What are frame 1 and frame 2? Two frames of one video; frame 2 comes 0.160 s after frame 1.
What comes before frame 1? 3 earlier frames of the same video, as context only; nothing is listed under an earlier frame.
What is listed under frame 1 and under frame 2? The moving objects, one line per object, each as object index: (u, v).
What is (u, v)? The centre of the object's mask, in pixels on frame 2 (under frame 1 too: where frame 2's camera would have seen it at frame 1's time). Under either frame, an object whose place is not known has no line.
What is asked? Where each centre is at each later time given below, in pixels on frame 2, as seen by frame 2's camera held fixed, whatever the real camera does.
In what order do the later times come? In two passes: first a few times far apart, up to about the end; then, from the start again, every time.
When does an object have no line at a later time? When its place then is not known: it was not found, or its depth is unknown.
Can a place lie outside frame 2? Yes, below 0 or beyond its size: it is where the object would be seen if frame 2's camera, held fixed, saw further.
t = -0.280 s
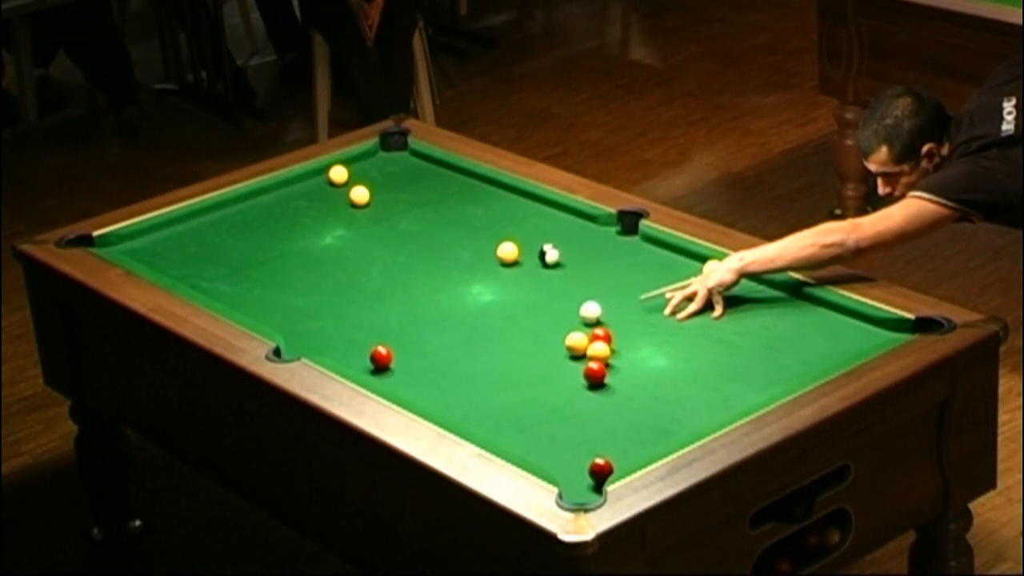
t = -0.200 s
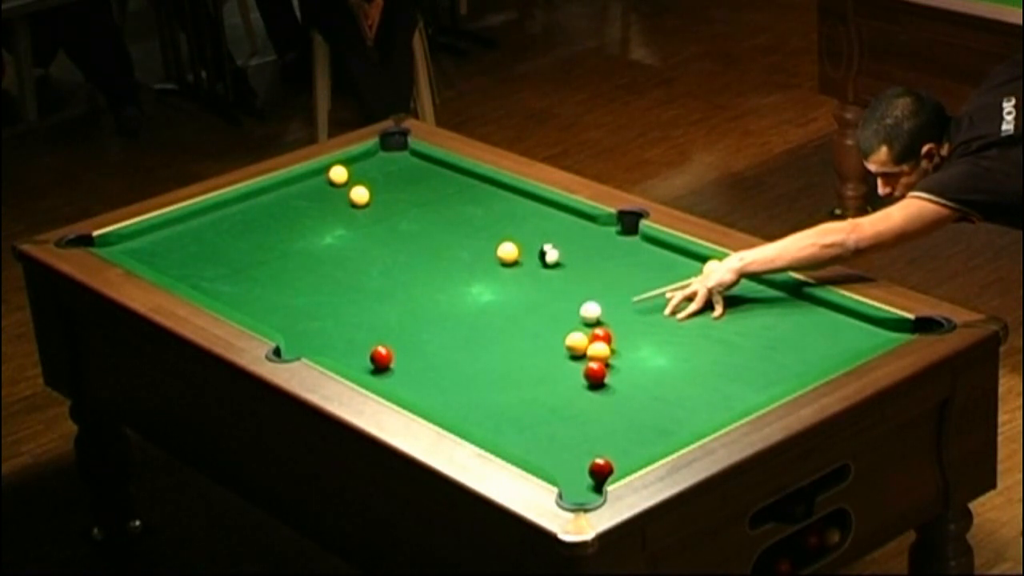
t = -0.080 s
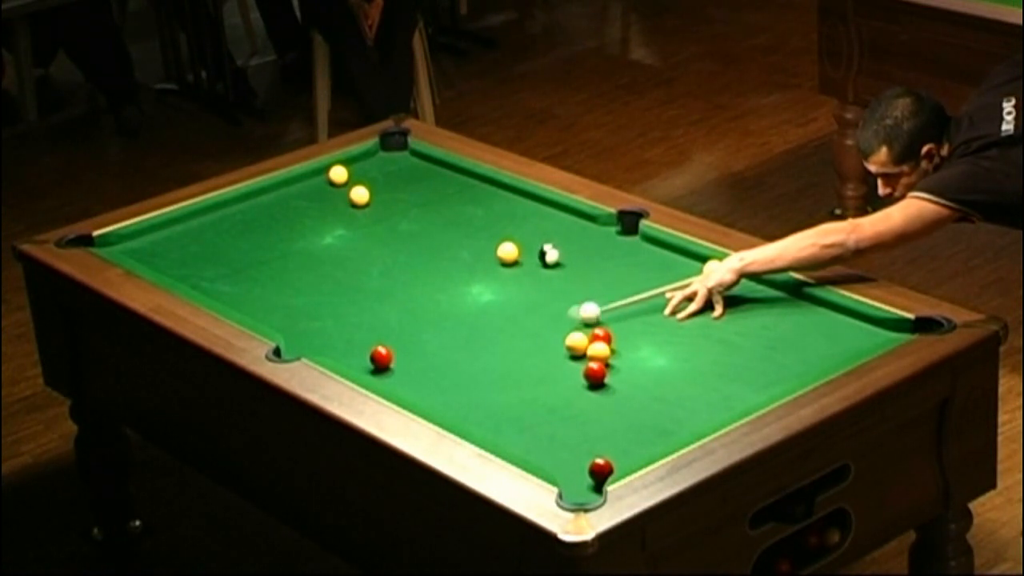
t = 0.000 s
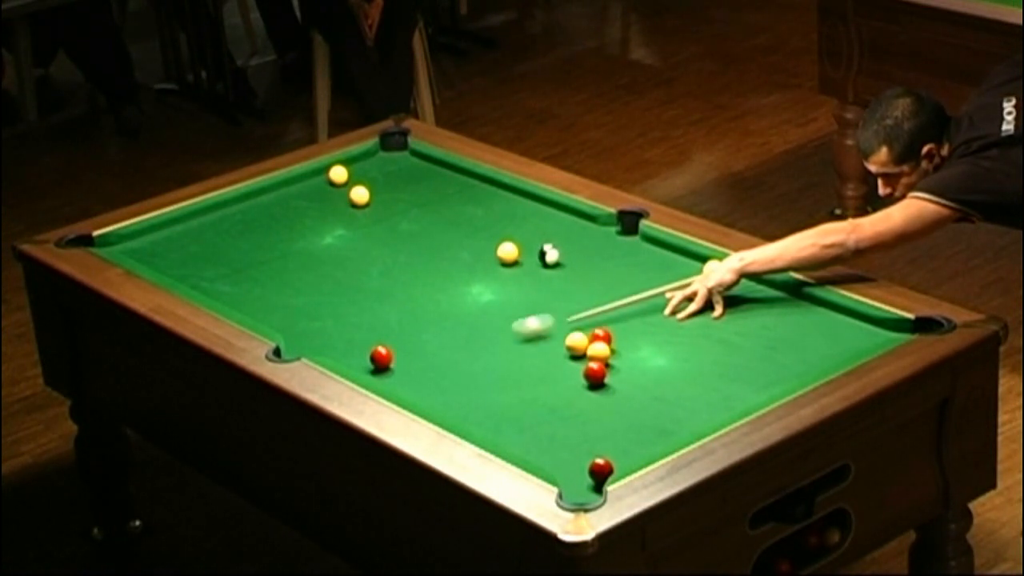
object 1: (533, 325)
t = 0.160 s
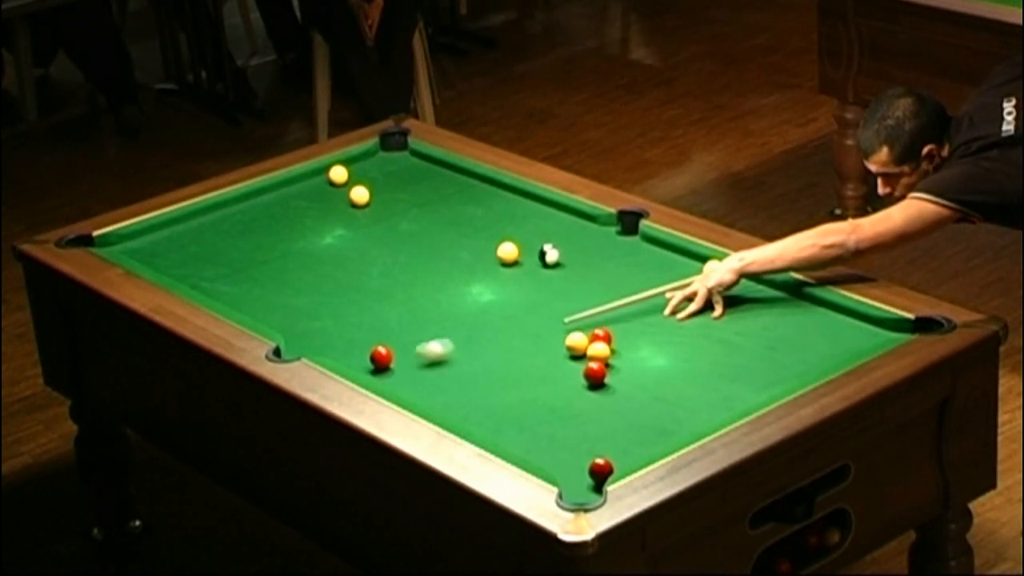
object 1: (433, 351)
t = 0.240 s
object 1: (400, 362)
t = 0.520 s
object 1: (430, 373)
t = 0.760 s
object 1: (491, 364)
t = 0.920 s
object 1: (531, 359)
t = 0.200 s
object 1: (411, 357)
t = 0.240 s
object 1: (400, 362)
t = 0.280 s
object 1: (394, 369)
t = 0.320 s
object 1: (387, 374)
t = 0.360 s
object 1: (386, 377)
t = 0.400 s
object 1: (397, 376)
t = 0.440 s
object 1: (408, 375)
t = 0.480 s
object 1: (419, 374)
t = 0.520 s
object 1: (430, 373)
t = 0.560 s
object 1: (440, 371)
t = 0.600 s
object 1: (451, 370)
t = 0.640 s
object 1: (461, 368)
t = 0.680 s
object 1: (471, 367)
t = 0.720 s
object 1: (481, 365)
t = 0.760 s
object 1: (491, 364)
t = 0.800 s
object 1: (501, 363)
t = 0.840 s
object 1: (512, 361)
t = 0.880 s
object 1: (522, 360)
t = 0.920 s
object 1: (531, 359)
